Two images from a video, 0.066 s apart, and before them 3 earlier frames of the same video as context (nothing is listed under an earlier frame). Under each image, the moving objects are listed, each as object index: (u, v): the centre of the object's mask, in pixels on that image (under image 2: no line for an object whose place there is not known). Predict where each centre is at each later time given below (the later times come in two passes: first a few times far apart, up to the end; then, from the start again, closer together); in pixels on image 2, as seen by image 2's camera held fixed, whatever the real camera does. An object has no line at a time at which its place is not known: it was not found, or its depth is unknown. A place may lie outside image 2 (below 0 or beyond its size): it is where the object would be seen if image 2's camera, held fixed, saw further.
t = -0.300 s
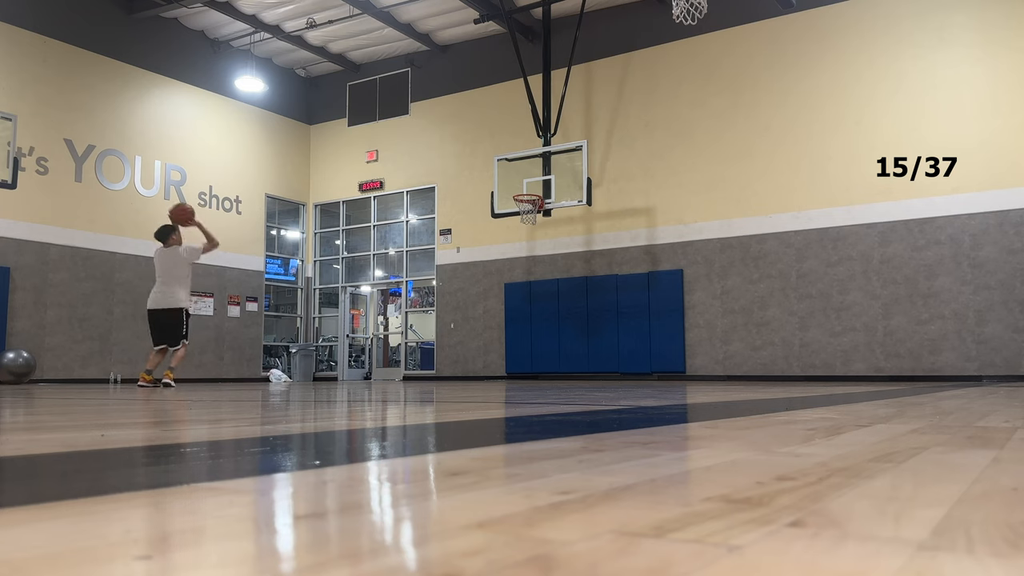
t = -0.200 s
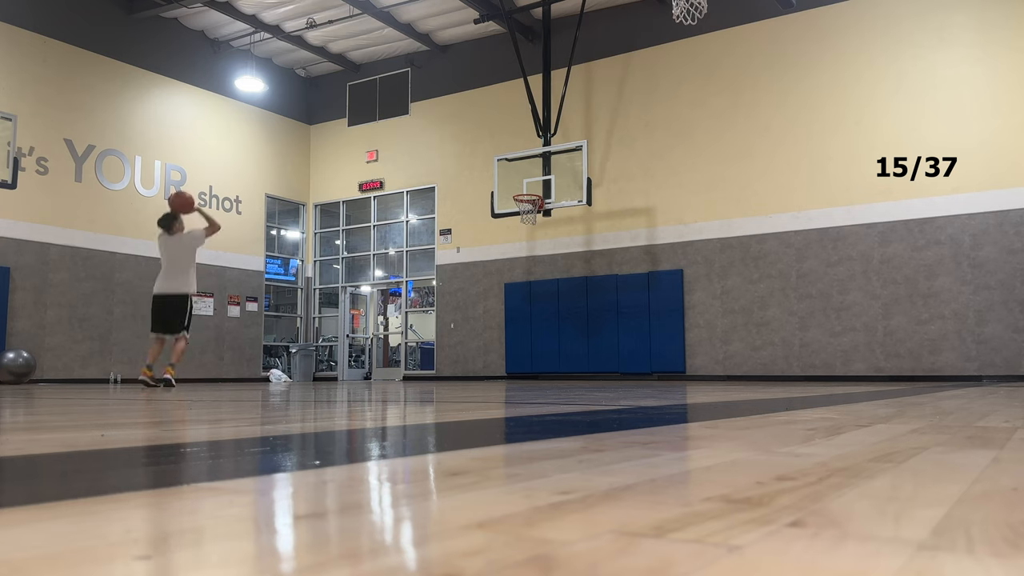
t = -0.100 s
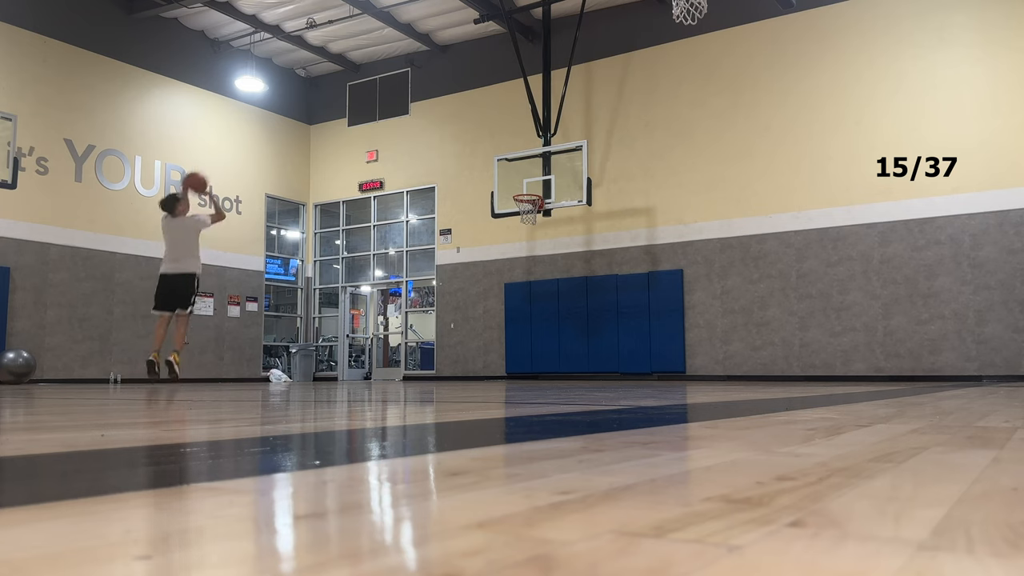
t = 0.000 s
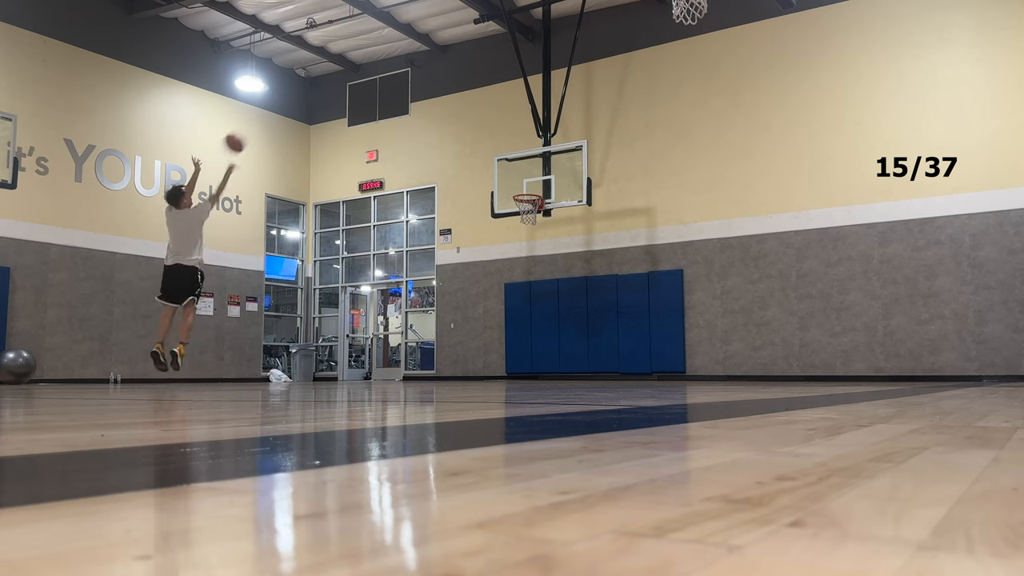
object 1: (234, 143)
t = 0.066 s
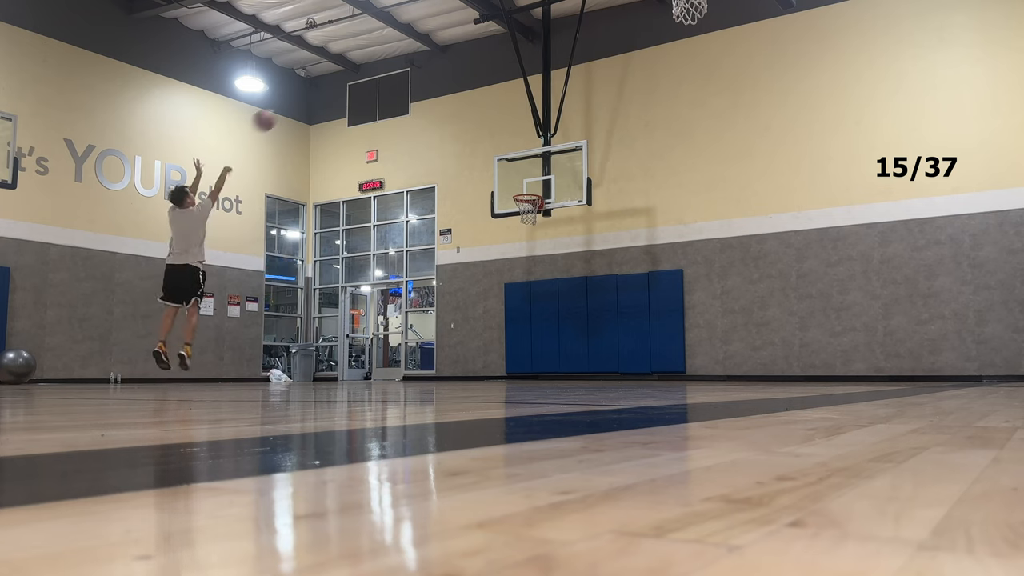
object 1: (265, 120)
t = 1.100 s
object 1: (534, 201)
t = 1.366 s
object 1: (527, 216)
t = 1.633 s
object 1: (511, 256)
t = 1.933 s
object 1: (494, 352)
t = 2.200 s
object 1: (485, 326)
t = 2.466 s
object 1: (475, 300)
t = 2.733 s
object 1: (467, 316)
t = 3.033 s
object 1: (457, 372)
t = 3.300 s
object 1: (449, 338)
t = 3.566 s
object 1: (441, 345)
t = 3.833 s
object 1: (433, 365)
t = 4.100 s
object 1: (427, 354)
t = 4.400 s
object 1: (417, 368)
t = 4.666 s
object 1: (410, 366)
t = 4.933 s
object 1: (403, 367)
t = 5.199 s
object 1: (397, 371)
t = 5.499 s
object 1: (390, 372)
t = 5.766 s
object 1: (383, 374)
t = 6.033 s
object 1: (377, 375)
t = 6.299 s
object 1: (371, 375)
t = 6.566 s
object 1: (366, 375)
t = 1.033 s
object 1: (521, 190)
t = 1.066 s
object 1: (526, 198)
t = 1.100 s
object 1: (534, 201)
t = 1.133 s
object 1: (537, 204)
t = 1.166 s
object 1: (537, 206)
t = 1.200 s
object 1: (536, 206)
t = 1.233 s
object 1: (536, 206)
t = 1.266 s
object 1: (535, 211)
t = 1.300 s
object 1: (531, 213)
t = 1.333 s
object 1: (529, 214)
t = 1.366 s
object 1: (527, 216)
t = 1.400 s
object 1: (525, 218)
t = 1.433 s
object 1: (522, 221)
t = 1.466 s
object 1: (520, 225)
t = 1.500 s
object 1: (519, 230)
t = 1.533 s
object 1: (516, 236)
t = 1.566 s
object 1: (515, 242)
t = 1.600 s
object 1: (513, 249)
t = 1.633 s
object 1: (511, 256)
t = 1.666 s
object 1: (509, 264)
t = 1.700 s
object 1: (507, 273)
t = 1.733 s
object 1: (505, 283)
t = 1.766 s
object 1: (504, 292)
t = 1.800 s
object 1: (502, 303)
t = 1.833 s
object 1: (500, 314)
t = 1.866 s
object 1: (498, 326)
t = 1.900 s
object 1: (496, 339)
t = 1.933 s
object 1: (494, 352)
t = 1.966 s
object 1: (493, 366)
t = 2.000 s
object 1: (492, 373)
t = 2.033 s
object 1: (490, 363)
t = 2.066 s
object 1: (490, 354)
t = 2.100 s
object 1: (488, 346)
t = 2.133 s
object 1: (487, 339)
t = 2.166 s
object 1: (486, 332)
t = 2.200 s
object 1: (485, 326)
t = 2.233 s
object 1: (483, 320)
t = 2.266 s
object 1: (482, 315)
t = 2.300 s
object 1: (481, 311)
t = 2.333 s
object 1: (480, 307)
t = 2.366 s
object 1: (479, 304)
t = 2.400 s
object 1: (478, 302)
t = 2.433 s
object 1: (476, 301)
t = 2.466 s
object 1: (475, 300)
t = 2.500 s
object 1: (474, 300)
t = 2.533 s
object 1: (473, 301)
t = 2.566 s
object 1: (472, 301)
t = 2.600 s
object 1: (471, 303)
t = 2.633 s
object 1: (470, 305)
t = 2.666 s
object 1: (468, 308)
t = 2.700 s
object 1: (468, 312)
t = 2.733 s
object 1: (467, 316)
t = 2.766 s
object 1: (466, 321)
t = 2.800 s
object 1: (464, 326)
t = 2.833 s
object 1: (463, 332)
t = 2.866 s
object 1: (462, 339)
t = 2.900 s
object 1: (461, 346)
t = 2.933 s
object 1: (460, 355)
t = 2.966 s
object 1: (459, 363)
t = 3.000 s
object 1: (458, 373)
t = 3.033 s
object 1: (457, 372)
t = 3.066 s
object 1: (456, 365)
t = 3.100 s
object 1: (455, 359)
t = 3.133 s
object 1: (454, 353)
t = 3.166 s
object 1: (453, 349)
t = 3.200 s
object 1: (452, 345)
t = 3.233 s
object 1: (451, 343)
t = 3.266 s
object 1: (450, 340)
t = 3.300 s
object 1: (449, 338)
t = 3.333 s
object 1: (448, 336)
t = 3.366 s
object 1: (447, 335)
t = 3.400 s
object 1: (446, 335)
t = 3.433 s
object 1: (445, 336)
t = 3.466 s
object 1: (444, 338)
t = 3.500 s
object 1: (443, 339)
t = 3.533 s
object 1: (442, 342)
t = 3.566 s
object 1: (441, 345)
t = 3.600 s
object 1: (440, 348)
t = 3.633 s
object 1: (439, 352)
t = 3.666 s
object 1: (438, 358)
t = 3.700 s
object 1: (437, 363)
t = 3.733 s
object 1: (436, 369)
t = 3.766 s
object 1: (435, 374)
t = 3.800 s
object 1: (434, 369)
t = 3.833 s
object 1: (433, 365)
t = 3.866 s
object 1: (432, 362)
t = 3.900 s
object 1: (431, 359)
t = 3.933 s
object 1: (430, 356)
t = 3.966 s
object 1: (429, 355)
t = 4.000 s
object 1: (428, 354)
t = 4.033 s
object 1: (428, 354)
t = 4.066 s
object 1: (427, 354)
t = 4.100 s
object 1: (427, 354)
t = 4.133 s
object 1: (426, 355)
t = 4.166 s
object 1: (424, 357)
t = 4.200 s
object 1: (423, 360)
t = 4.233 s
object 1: (422, 363)
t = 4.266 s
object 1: (421, 366)
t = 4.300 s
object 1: (420, 371)
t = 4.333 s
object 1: (419, 374)
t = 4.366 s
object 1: (417, 371)
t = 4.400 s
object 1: (417, 368)
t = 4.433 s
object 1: (416, 365)
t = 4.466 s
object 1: (416, 364)
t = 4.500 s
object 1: (414, 363)
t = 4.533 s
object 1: (414, 363)
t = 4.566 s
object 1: (413, 363)
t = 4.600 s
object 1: (412, 363)
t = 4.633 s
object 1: (412, 363)
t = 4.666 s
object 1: (410, 366)
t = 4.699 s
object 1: (410, 368)
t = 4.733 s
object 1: (409, 372)
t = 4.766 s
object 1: (408, 374)
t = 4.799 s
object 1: (407, 373)
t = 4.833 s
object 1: (406, 371)
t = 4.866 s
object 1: (405, 369)
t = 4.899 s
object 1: (404, 368)
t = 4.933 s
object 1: (403, 367)
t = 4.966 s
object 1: (403, 367)
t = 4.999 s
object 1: (402, 368)
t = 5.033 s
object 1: (401, 369)
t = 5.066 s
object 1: (400, 371)
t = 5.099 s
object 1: (399, 374)
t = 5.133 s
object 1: (398, 374)
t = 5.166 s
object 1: (398, 372)
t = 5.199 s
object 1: (397, 371)
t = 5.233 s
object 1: (396, 370)
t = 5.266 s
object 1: (395, 370)
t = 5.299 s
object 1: (394, 371)
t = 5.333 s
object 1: (394, 372)
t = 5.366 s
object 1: (393, 374)
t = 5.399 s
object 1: (392, 374)
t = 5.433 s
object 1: (391, 373)
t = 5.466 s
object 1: (390, 372)
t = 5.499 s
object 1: (390, 372)
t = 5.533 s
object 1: (389, 372)
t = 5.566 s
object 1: (388, 373)
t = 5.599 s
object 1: (387, 375)
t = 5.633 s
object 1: (386, 374)
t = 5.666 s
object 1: (386, 373)
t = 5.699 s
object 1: (385, 373)
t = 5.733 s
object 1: (384, 373)
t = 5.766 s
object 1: (383, 374)
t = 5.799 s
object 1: (383, 374)
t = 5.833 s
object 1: (382, 374)
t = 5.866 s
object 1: (381, 374)
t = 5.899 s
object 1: (381, 374)
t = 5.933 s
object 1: (380, 375)
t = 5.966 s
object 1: (379, 374)
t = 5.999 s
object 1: (378, 374)
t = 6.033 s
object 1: (377, 375)
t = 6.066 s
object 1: (377, 375)
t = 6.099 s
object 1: (376, 375)
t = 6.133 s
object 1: (376, 375)
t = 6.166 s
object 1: (375, 375)
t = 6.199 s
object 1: (373, 375)
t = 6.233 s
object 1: (373, 375)
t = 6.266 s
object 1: (372, 375)
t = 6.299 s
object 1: (371, 375)
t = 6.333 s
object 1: (371, 375)
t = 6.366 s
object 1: (370, 375)
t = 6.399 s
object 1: (369, 375)
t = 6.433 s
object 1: (369, 375)
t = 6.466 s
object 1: (368, 375)
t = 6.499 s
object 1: (367, 375)
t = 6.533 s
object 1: (366, 375)
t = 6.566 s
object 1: (366, 375)
